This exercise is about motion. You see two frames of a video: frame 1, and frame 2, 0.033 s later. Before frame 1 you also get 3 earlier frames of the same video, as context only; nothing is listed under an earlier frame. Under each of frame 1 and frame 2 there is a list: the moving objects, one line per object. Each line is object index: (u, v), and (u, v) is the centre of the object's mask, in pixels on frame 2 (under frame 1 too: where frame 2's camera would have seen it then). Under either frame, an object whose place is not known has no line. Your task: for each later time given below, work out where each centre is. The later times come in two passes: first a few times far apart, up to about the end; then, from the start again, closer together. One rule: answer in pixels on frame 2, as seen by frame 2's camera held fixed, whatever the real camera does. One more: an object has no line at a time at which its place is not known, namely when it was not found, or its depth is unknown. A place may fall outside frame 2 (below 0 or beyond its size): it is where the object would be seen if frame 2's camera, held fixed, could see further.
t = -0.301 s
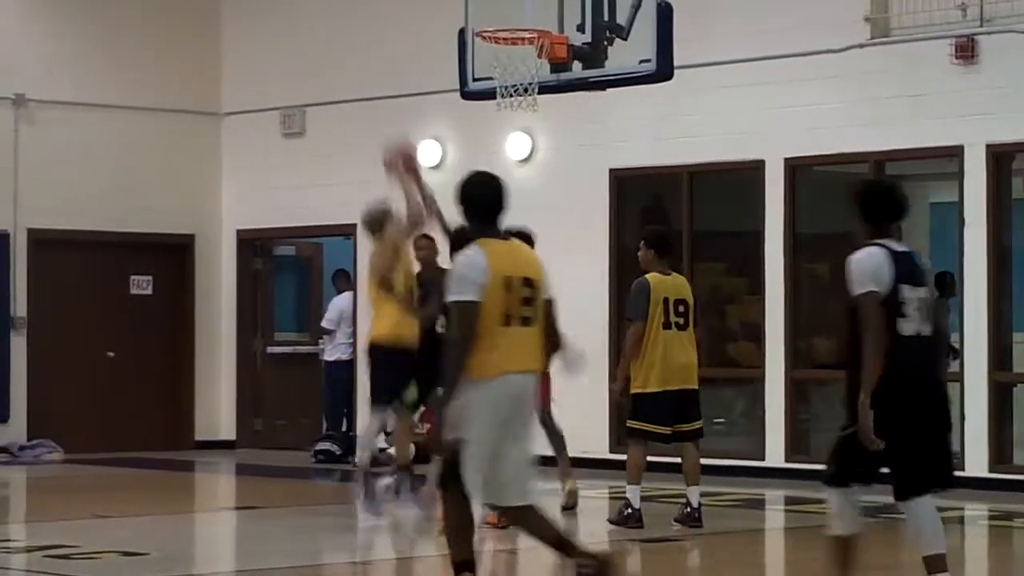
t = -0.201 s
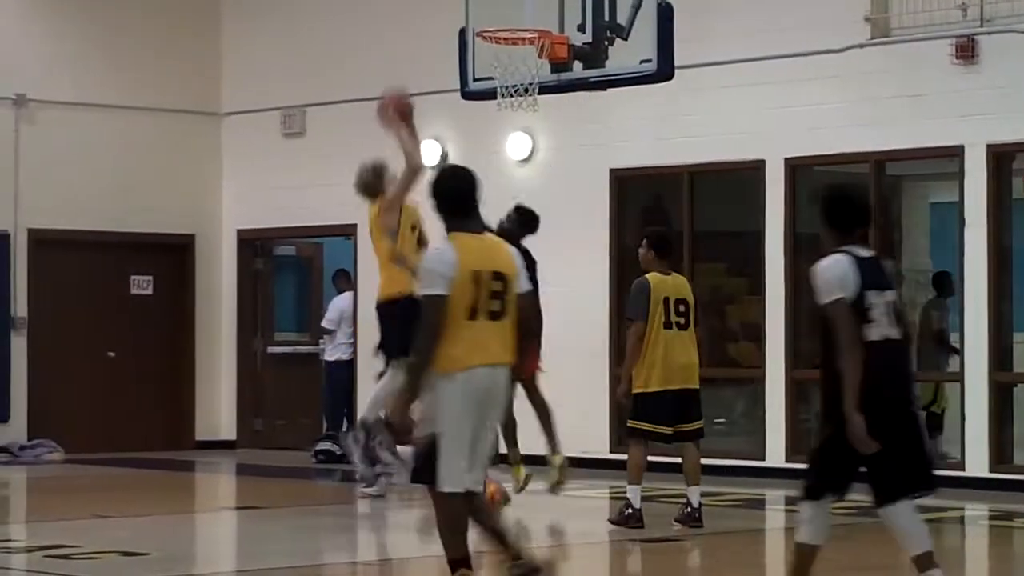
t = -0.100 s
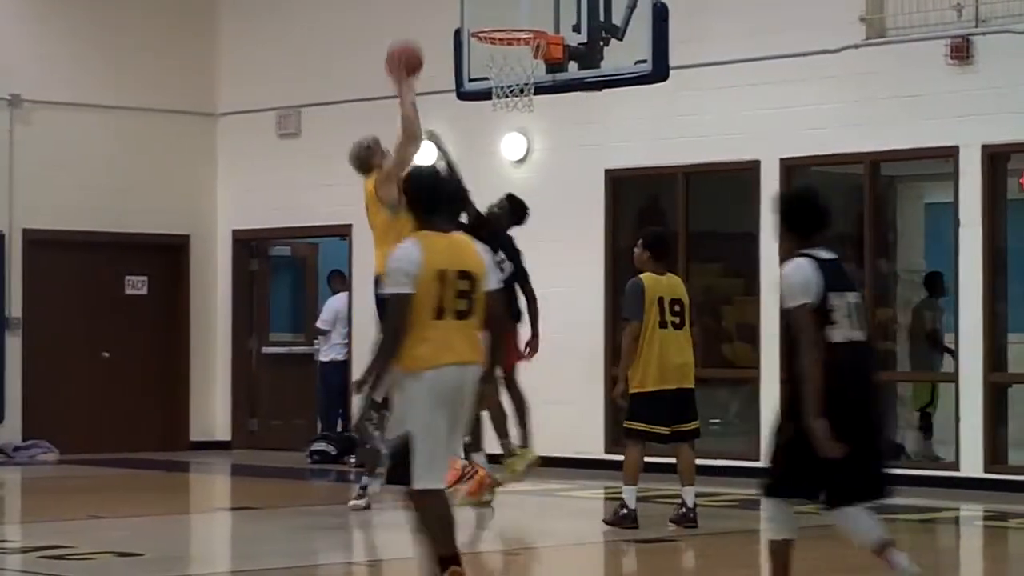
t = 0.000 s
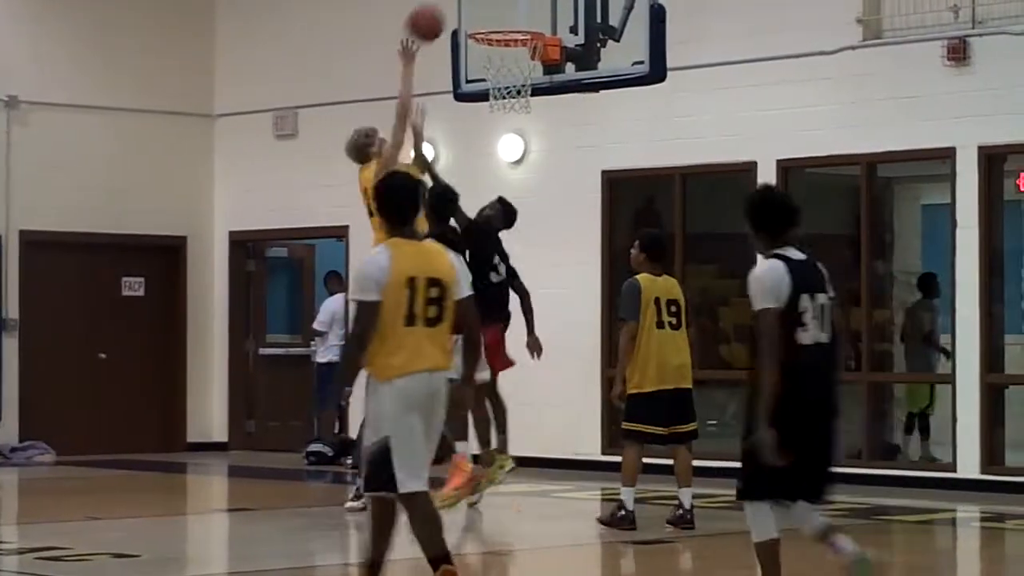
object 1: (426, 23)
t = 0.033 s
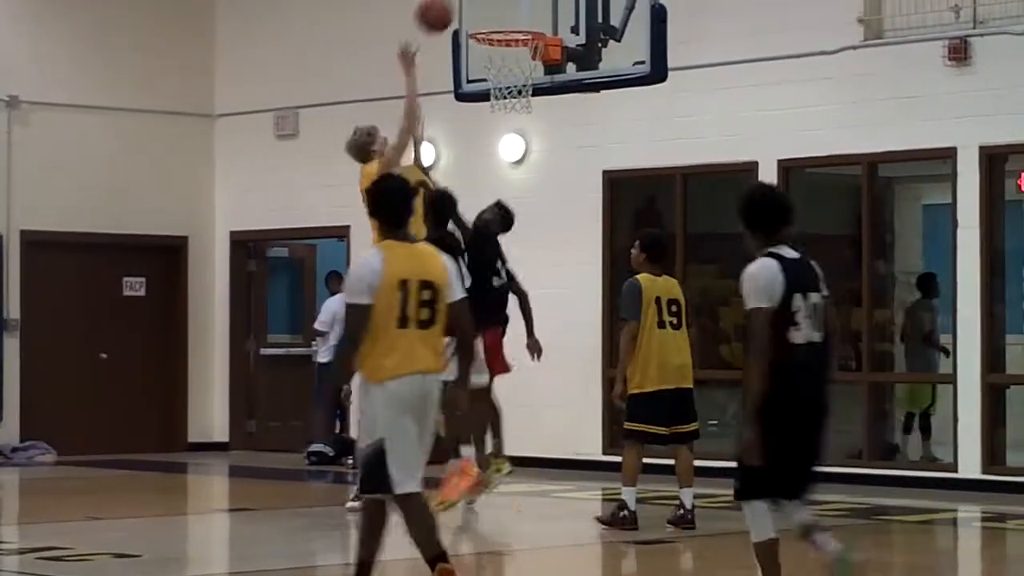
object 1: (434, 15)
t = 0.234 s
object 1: (484, 5)
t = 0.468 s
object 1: (514, 19)
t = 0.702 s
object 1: (504, 24)
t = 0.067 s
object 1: (442, 11)
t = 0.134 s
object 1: (459, 6)
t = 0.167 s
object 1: (468, 5)
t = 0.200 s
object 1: (476, 5)
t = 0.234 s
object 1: (484, 5)
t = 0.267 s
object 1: (492, 7)
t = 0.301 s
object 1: (501, 9)
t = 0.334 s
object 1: (509, 11)
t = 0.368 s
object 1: (517, 15)
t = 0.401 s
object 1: (525, 19)
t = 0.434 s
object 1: (520, 19)
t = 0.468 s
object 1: (514, 19)
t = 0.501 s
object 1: (507, 19)
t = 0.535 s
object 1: (501, 21)
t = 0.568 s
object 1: (496, 22)
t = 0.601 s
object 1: (498, 21)
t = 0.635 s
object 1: (500, 21)
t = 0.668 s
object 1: (502, 22)
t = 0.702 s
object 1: (504, 24)
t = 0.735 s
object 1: (507, 25)
